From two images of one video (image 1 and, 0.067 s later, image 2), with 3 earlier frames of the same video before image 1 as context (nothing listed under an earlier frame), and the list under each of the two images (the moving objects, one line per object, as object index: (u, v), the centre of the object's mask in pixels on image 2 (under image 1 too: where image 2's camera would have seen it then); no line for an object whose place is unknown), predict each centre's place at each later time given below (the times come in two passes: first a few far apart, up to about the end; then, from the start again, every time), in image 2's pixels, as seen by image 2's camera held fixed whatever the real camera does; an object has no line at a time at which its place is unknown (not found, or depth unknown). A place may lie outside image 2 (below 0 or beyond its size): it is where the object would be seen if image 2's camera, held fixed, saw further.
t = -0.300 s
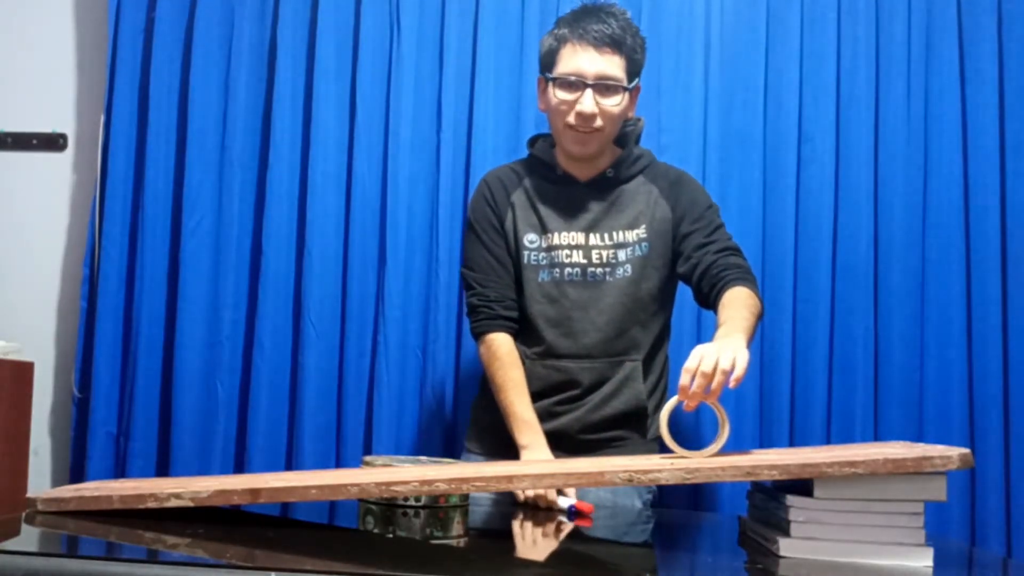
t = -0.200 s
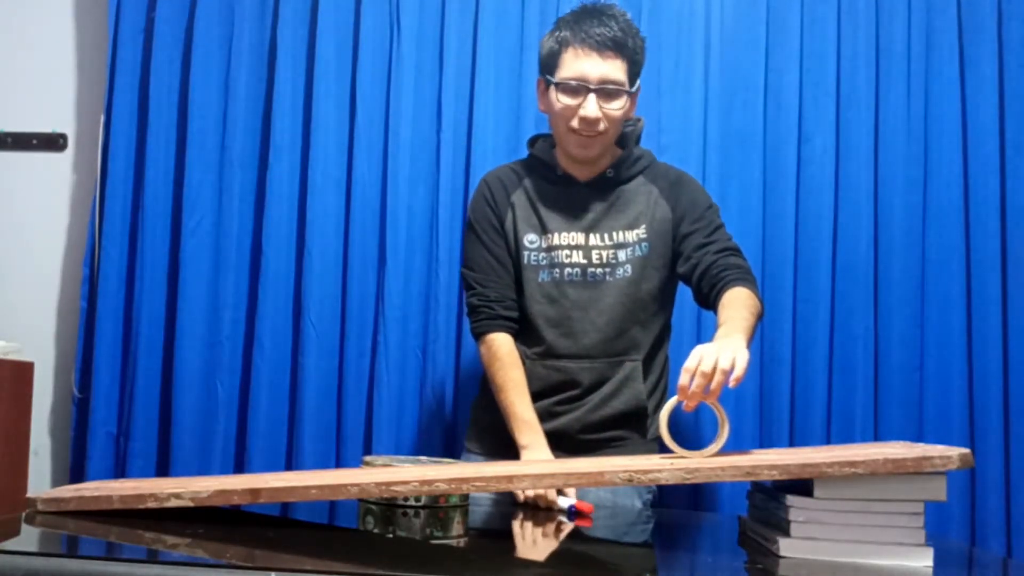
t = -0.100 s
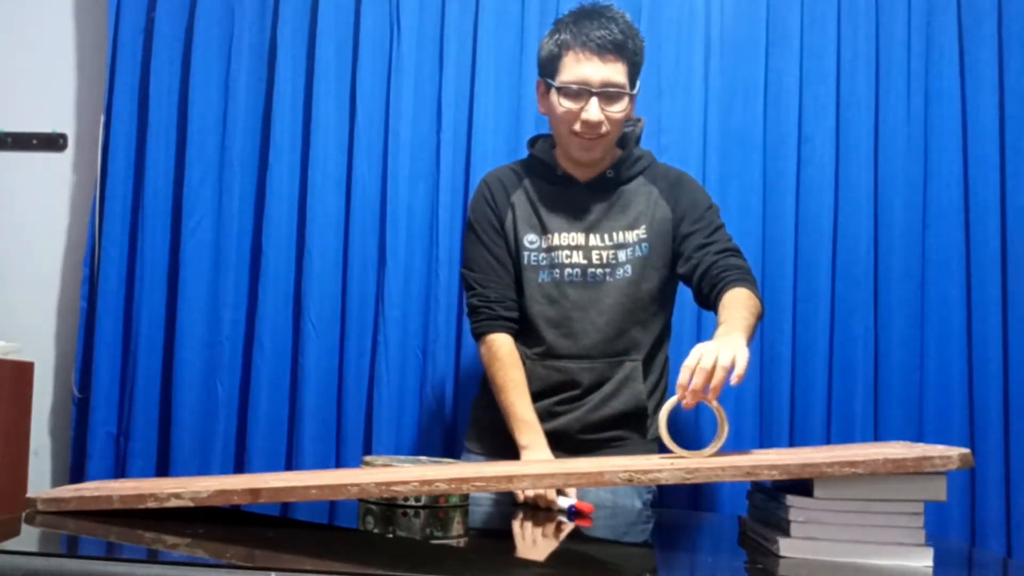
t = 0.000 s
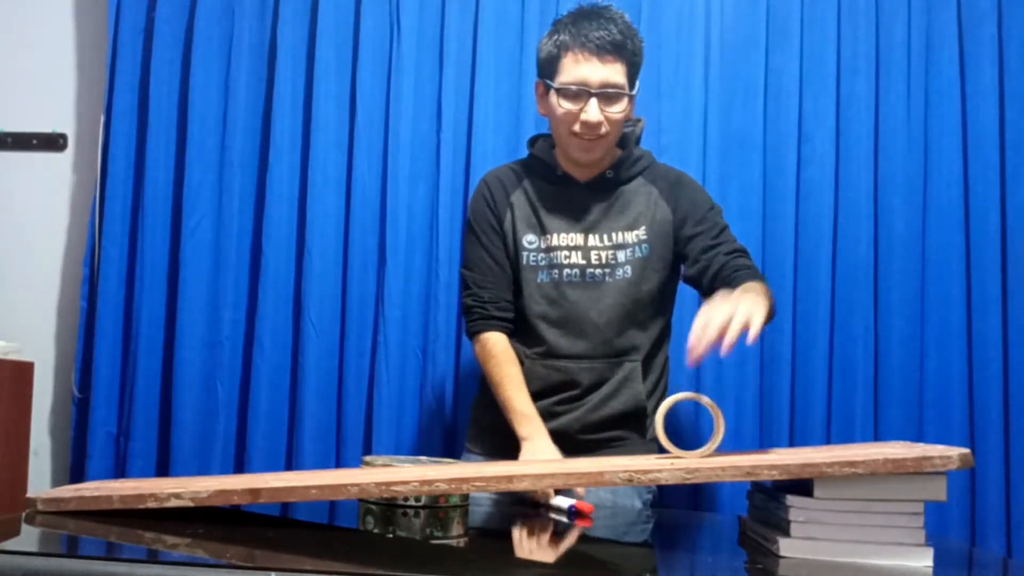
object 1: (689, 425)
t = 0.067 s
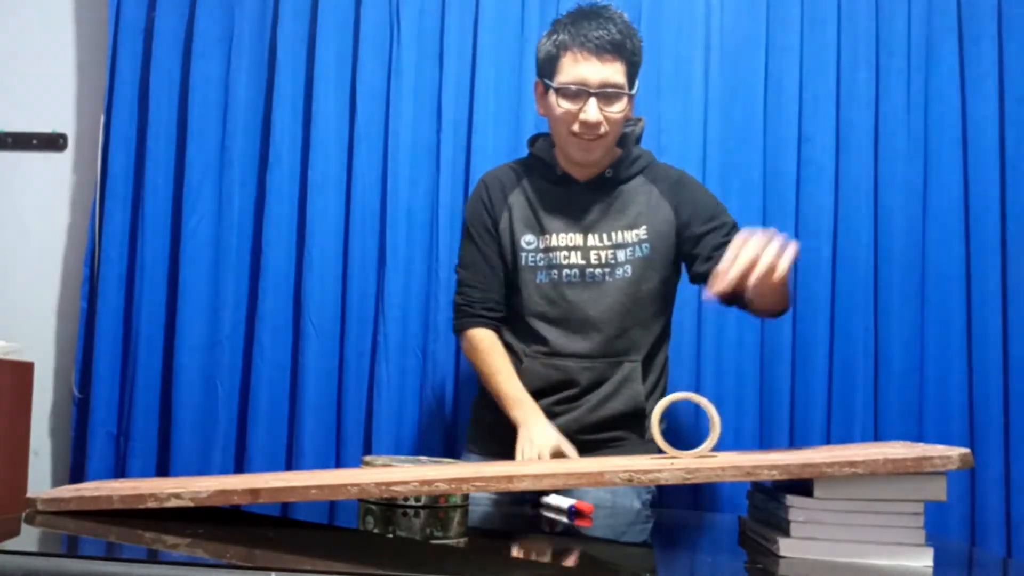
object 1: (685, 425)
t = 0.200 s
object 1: (673, 425)
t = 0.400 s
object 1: (646, 426)
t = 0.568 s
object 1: (616, 428)
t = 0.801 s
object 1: (562, 431)
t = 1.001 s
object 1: (504, 433)
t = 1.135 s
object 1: (459, 435)
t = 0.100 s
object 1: (683, 425)
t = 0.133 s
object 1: (680, 425)
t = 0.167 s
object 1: (677, 425)
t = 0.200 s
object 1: (673, 425)
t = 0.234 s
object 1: (669, 425)
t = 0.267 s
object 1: (665, 426)
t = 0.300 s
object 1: (661, 426)
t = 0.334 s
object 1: (656, 426)
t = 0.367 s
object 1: (651, 427)
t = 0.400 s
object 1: (646, 426)
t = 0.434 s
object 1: (641, 427)
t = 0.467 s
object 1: (635, 427)
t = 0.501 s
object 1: (629, 427)
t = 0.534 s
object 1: (622, 428)
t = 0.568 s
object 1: (616, 428)
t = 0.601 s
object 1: (609, 428)
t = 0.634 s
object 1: (601, 429)
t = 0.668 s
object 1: (594, 429)
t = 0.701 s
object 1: (586, 429)
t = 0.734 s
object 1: (578, 429)
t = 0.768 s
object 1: (570, 430)
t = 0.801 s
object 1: (562, 431)
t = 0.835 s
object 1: (553, 431)
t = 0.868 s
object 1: (544, 432)
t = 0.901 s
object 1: (534, 432)
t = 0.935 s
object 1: (524, 432)
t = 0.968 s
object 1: (514, 433)
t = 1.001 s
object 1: (504, 433)
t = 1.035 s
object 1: (493, 434)
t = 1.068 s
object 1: (482, 434)
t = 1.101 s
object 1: (471, 435)
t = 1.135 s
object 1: (459, 435)
